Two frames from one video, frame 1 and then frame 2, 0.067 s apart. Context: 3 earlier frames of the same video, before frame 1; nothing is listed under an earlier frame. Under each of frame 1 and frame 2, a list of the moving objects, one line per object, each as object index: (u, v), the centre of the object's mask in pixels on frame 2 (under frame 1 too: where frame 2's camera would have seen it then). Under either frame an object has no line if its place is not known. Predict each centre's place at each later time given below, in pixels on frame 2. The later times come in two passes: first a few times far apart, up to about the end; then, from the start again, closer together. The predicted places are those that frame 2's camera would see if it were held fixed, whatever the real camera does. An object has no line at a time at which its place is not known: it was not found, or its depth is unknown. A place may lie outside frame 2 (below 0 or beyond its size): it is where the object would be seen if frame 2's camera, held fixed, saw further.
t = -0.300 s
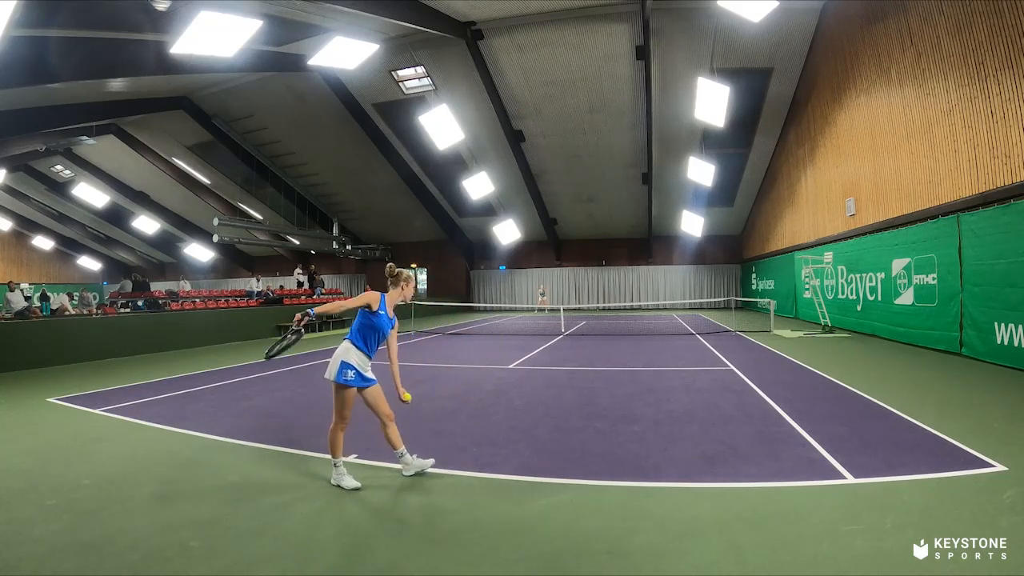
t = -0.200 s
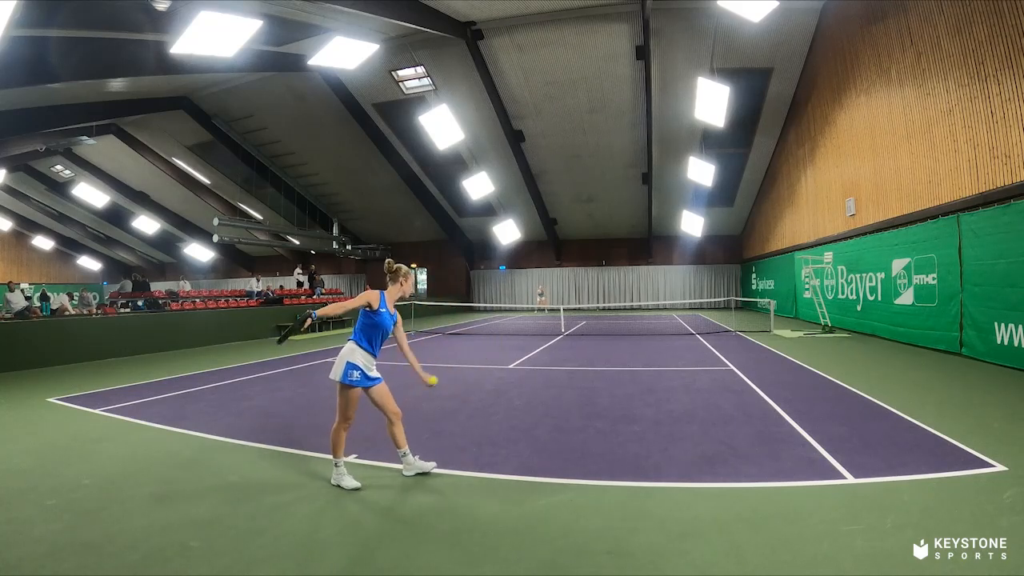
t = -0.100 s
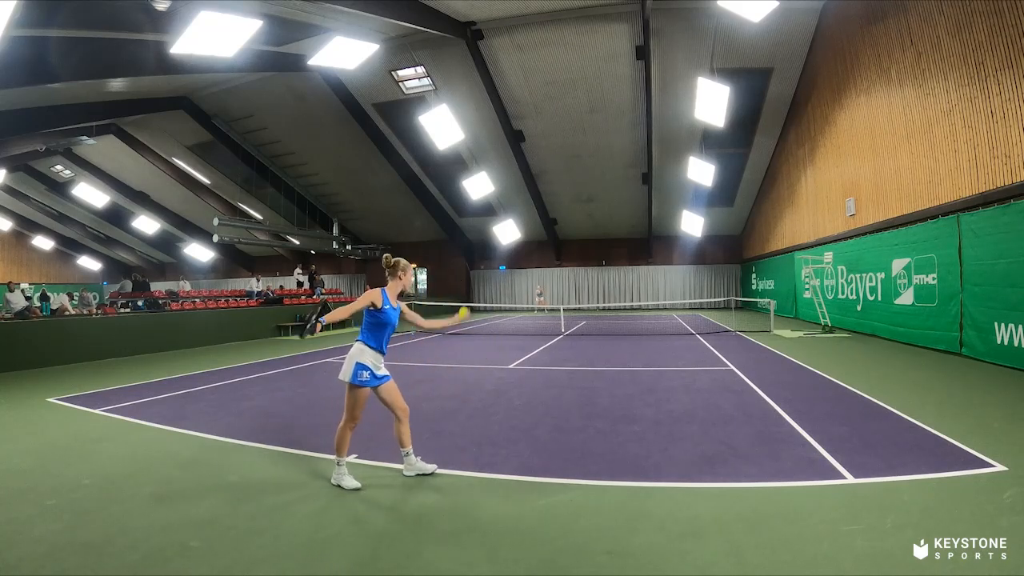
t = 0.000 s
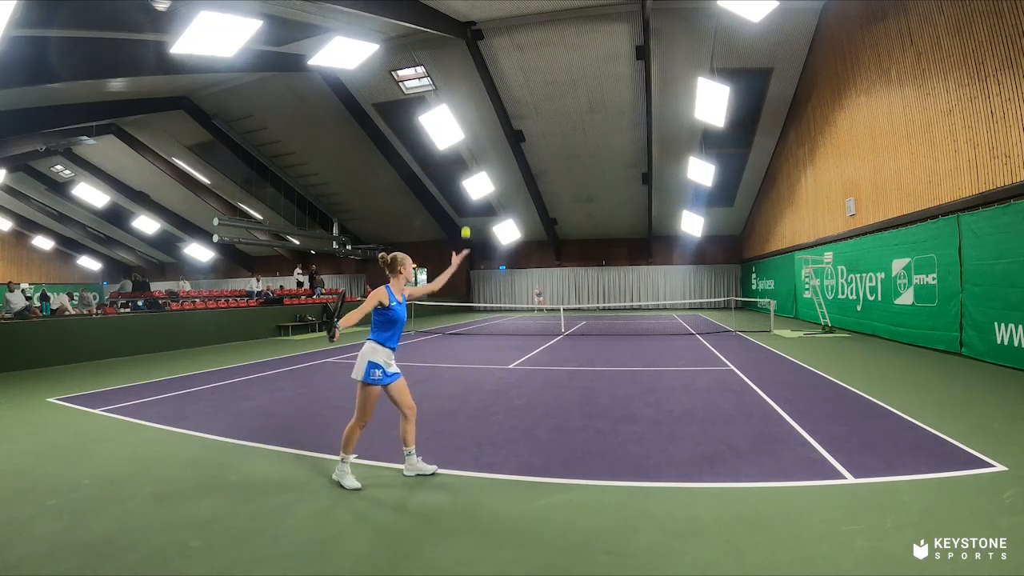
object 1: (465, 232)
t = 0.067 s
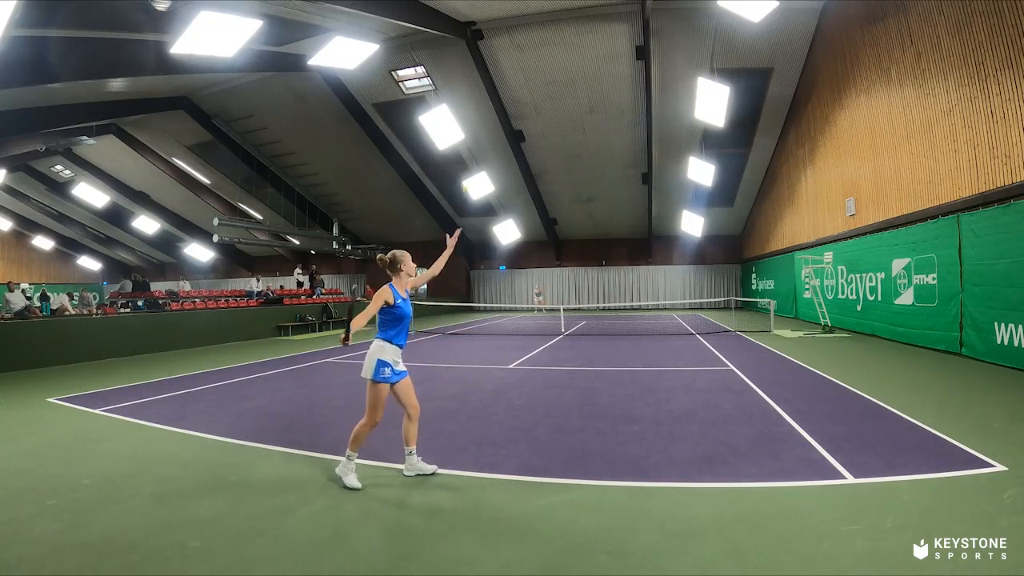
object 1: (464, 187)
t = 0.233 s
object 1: (472, 104)
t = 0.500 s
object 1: (479, 45)
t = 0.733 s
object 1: (485, 53)
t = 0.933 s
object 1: (491, 104)
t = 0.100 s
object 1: (468, 167)
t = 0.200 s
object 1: (471, 117)
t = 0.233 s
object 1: (472, 104)
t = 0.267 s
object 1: (472, 92)
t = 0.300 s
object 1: (474, 81)
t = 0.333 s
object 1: (474, 72)
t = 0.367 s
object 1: (475, 65)
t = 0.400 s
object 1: (476, 58)
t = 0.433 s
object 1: (477, 52)
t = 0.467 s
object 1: (478, 48)
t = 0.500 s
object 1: (479, 45)
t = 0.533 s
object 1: (480, 42)
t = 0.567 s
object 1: (481, 42)
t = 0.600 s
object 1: (482, 42)
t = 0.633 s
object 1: (482, 43)
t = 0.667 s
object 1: (483, 45)
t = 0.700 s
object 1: (484, 48)
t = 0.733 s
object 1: (485, 53)
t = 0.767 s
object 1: (486, 58)
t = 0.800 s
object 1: (487, 65)
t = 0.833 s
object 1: (488, 73)
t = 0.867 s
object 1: (489, 82)
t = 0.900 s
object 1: (490, 92)
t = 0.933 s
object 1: (491, 104)
